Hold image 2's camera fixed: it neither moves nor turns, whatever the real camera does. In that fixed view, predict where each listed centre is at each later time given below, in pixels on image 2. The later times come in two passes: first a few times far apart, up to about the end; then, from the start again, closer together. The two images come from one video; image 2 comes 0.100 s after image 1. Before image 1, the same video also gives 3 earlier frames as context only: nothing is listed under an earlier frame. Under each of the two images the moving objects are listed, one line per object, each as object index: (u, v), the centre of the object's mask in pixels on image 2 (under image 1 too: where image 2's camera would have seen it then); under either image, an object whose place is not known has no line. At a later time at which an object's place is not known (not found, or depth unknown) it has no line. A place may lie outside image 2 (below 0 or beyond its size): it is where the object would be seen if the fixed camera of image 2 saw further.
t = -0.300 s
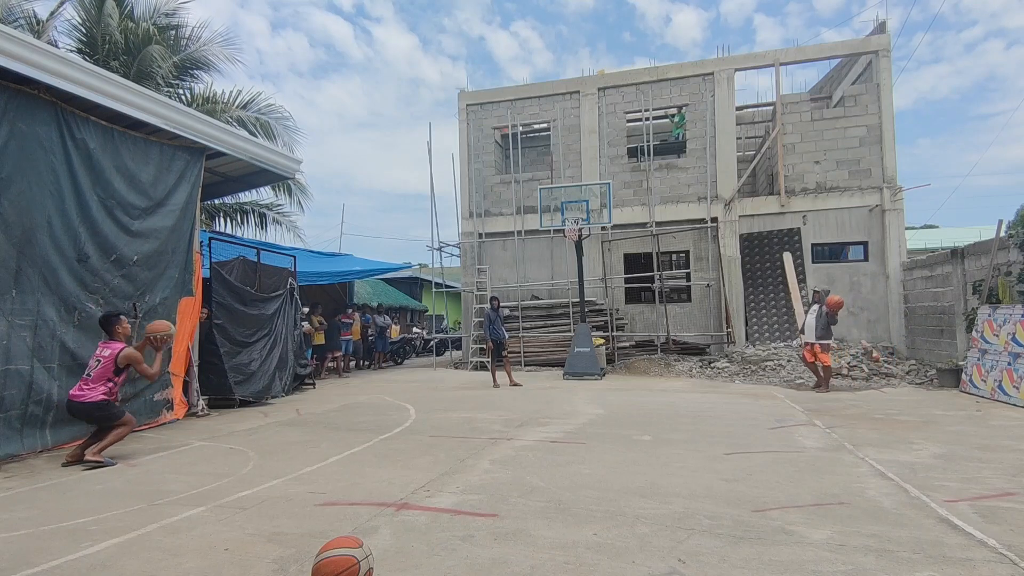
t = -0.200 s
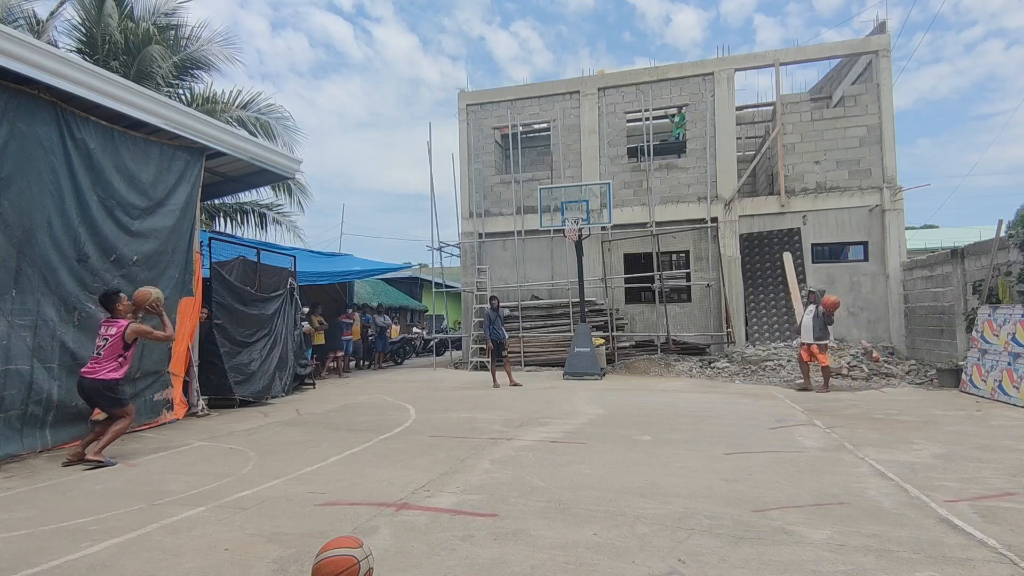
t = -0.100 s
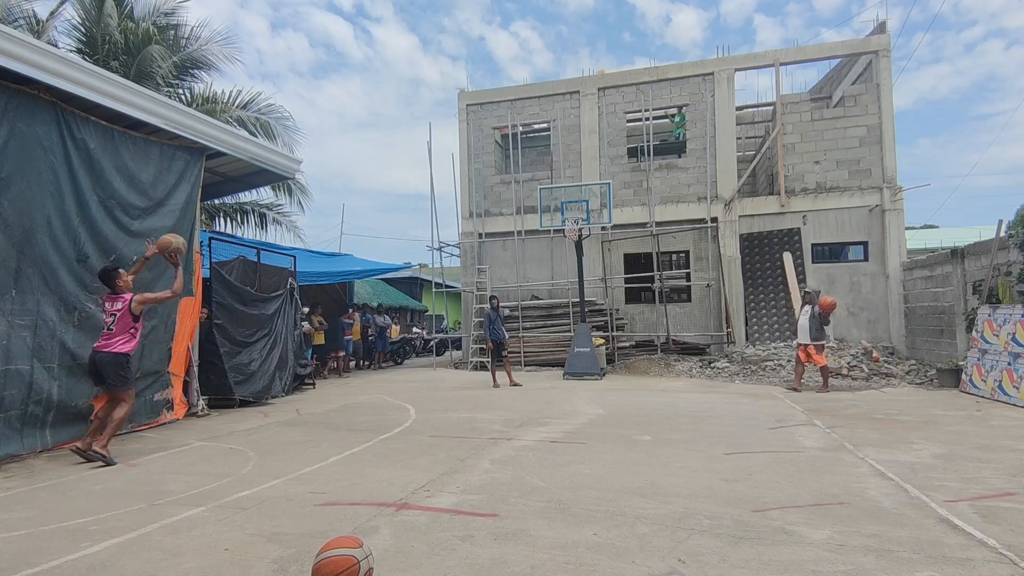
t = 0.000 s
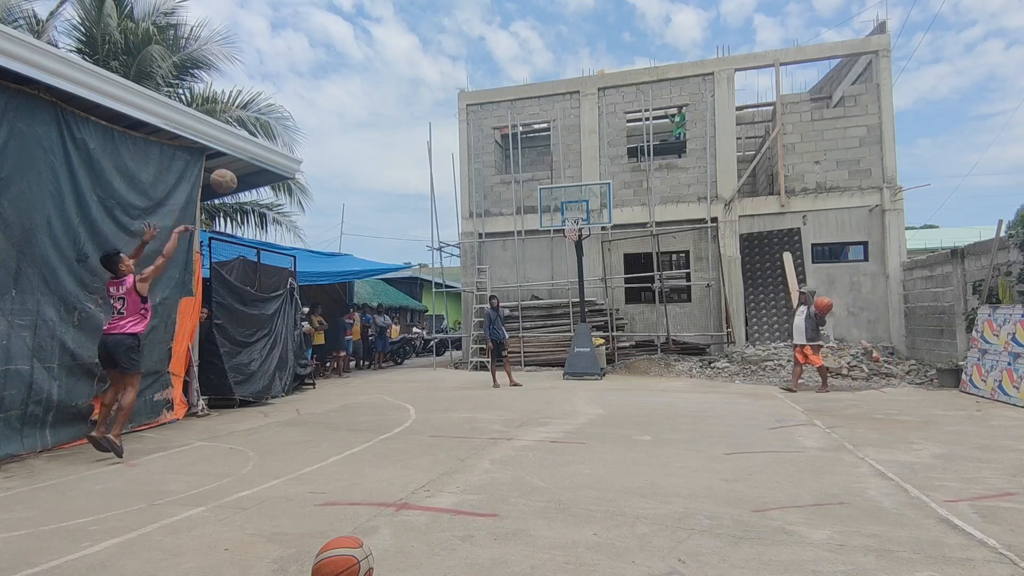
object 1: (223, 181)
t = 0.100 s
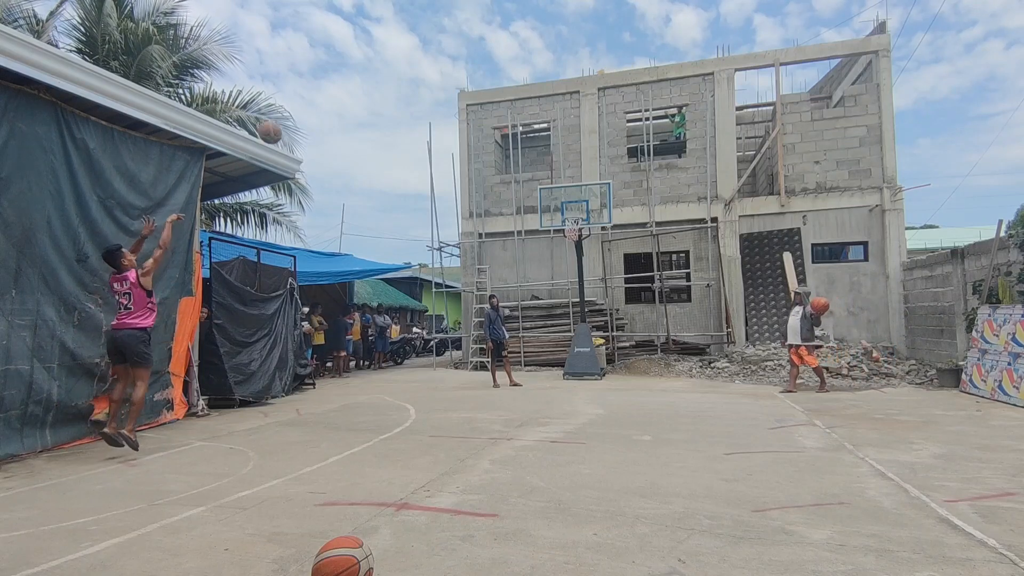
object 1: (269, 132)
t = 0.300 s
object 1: (347, 75)
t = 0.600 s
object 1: (436, 58)
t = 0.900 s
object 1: (504, 102)
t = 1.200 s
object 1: (559, 185)
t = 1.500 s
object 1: (592, 179)
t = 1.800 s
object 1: (630, 164)
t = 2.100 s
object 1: (683, 220)
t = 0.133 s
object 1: (284, 119)
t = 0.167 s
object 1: (297, 108)
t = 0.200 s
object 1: (310, 98)
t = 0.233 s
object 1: (323, 89)
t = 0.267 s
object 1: (335, 81)
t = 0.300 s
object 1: (347, 75)
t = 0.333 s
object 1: (358, 69)
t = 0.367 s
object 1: (369, 65)
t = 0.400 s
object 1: (380, 61)
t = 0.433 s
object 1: (390, 58)
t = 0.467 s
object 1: (399, 57)
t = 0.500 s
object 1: (409, 56)
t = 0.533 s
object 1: (418, 56)
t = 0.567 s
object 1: (427, 57)
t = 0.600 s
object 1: (436, 58)
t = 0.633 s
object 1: (444, 60)
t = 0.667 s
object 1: (453, 63)
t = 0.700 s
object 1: (461, 67)
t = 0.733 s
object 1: (468, 71)
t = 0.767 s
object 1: (476, 76)
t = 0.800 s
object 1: (483, 81)
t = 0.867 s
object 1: (497, 94)
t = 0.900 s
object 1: (504, 102)
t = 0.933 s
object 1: (511, 108)
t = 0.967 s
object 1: (517, 117)
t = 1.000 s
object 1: (523, 126)
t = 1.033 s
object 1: (529, 133)
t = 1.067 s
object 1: (536, 143)
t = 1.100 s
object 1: (542, 153)
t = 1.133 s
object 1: (548, 163)
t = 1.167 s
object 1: (554, 174)
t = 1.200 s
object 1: (559, 185)
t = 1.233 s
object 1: (564, 197)
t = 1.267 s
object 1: (569, 208)
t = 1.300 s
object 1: (574, 212)
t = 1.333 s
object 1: (576, 207)
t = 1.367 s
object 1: (579, 200)
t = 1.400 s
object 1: (583, 194)
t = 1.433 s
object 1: (586, 188)
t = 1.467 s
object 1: (589, 183)
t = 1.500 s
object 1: (592, 179)
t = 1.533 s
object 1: (595, 175)
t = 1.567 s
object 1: (599, 171)
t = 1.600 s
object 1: (603, 168)
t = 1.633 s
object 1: (607, 166)
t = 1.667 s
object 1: (611, 164)
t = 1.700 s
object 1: (615, 163)
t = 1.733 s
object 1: (620, 162)
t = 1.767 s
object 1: (625, 163)
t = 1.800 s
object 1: (630, 164)
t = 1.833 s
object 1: (635, 166)
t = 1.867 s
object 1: (640, 169)
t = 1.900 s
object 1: (645, 173)
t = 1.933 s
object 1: (651, 178)
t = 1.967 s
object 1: (657, 184)
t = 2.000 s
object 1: (662, 192)
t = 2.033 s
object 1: (668, 200)
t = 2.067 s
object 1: (676, 209)
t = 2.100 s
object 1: (683, 220)
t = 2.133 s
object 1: (690, 233)
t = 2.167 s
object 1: (698, 247)
